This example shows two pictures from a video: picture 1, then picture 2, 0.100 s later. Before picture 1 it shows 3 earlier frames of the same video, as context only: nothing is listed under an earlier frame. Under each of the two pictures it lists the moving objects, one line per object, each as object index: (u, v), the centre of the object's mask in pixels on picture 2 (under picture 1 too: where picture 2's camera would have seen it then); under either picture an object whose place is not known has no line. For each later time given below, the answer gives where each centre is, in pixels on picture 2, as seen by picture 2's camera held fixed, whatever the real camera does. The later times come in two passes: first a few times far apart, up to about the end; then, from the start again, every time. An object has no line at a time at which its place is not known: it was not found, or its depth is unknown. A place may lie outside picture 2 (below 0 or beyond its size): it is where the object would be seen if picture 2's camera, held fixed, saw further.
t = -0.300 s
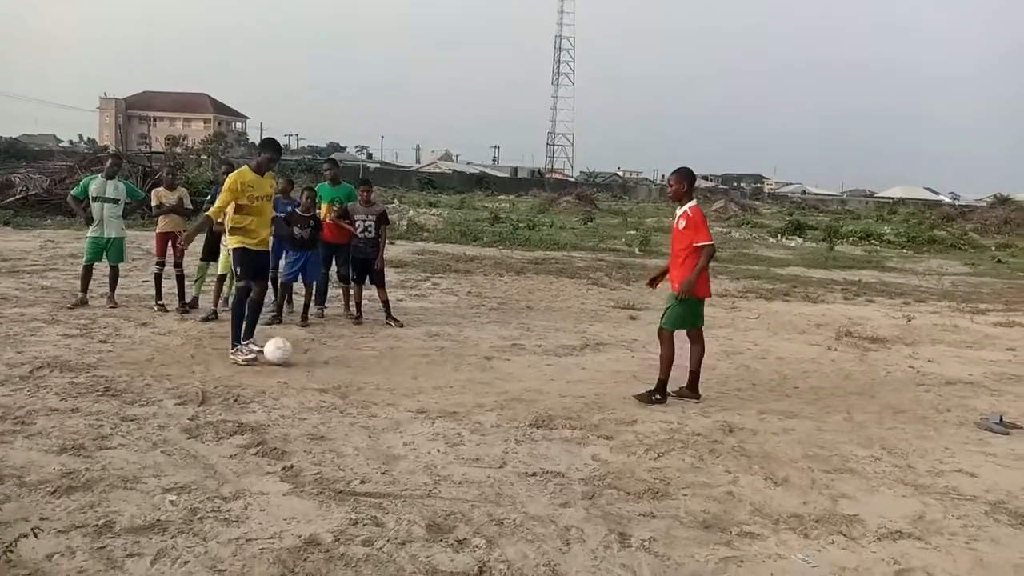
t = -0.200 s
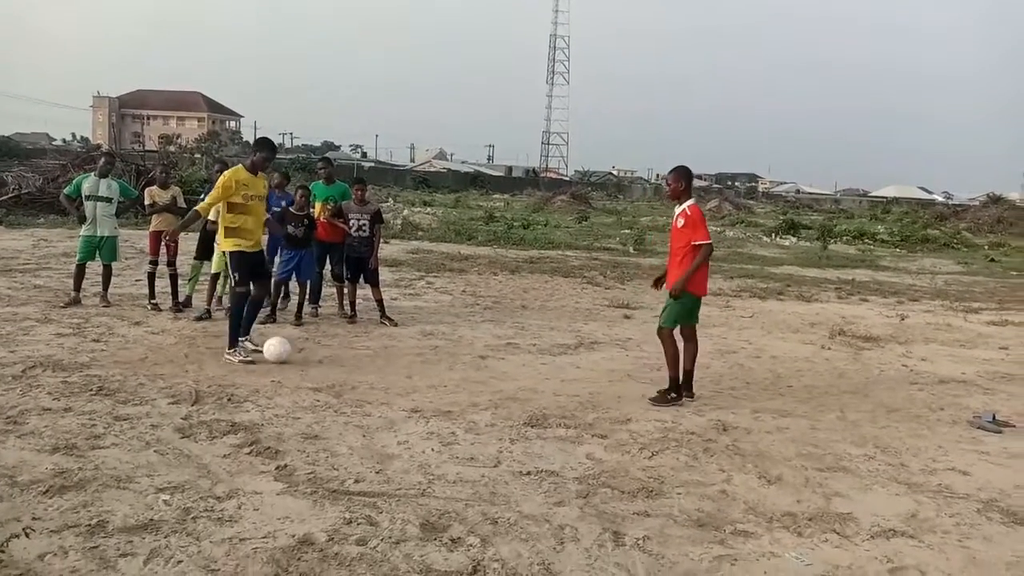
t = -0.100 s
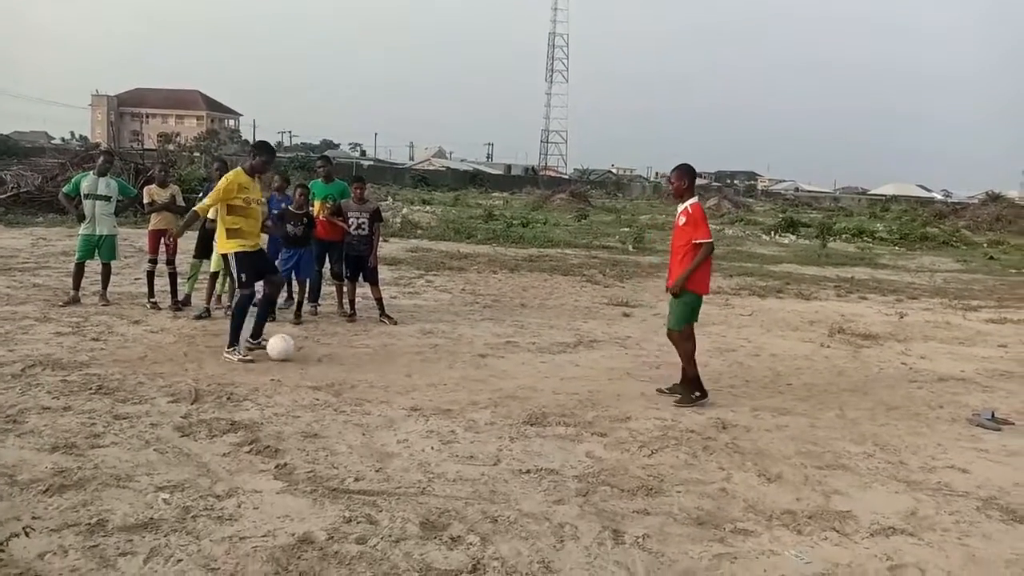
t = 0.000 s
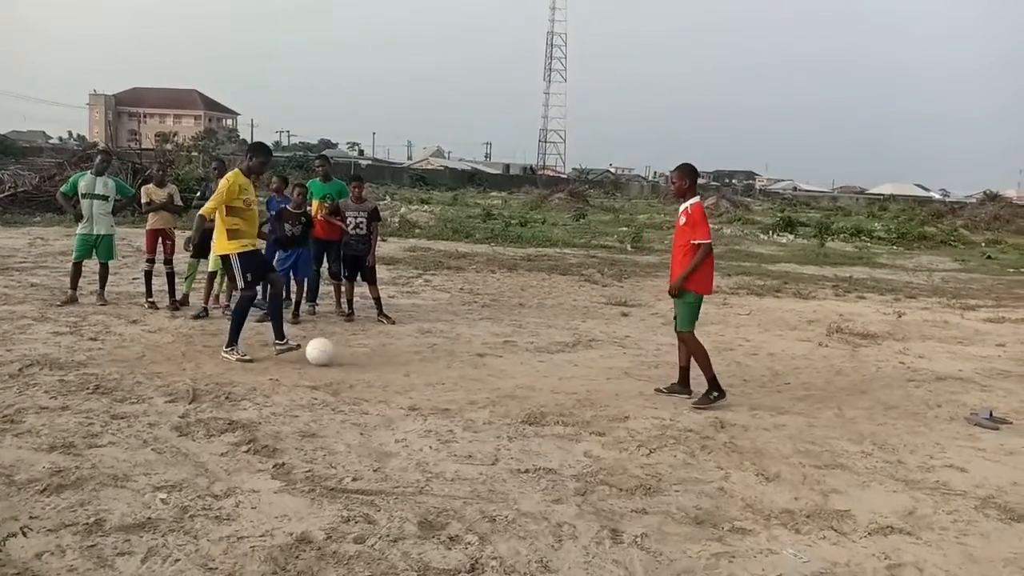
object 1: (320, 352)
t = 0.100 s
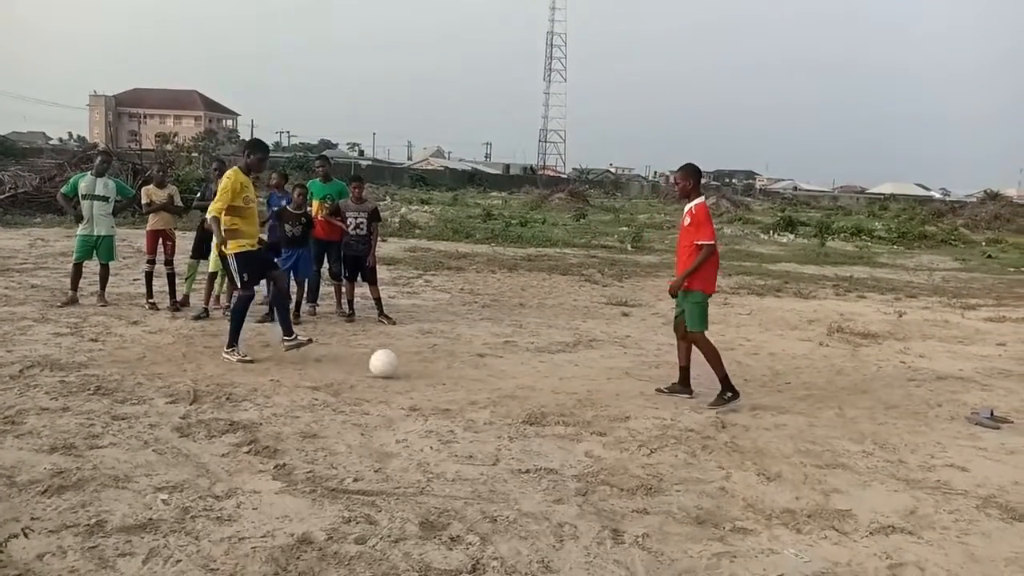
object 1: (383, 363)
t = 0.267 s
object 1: (476, 376)
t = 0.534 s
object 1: (600, 392)
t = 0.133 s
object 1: (404, 366)
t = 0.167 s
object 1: (423, 370)
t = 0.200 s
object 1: (441, 373)
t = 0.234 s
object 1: (460, 376)
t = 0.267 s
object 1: (476, 376)
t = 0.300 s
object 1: (491, 377)
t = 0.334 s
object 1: (508, 380)
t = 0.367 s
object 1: (523, 383)
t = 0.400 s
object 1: (540, 388)
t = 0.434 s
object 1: (556, 388)
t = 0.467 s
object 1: (570, 388)
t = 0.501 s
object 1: (584, 389)
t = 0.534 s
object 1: (600, 392)
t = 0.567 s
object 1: (615, 398)
